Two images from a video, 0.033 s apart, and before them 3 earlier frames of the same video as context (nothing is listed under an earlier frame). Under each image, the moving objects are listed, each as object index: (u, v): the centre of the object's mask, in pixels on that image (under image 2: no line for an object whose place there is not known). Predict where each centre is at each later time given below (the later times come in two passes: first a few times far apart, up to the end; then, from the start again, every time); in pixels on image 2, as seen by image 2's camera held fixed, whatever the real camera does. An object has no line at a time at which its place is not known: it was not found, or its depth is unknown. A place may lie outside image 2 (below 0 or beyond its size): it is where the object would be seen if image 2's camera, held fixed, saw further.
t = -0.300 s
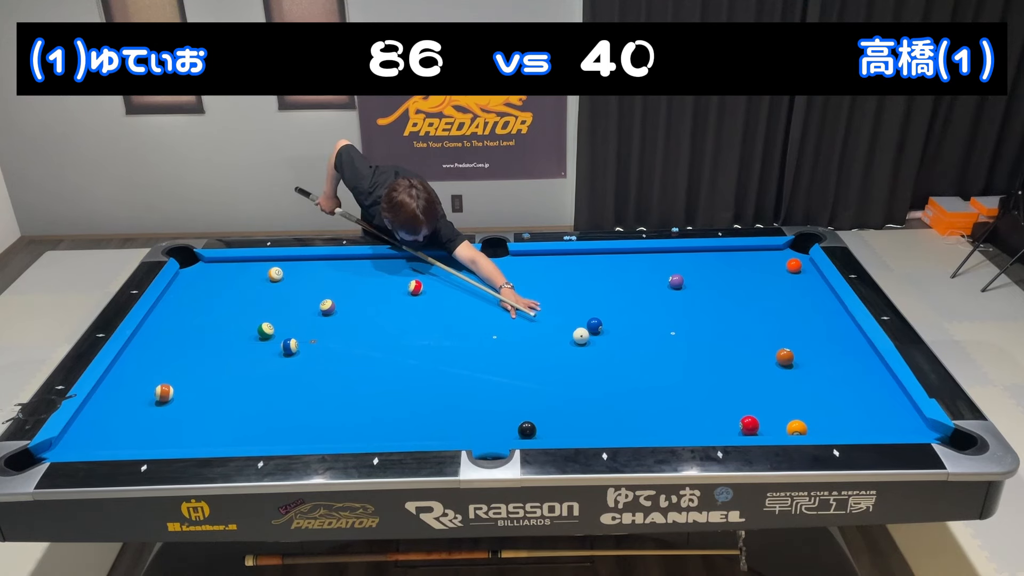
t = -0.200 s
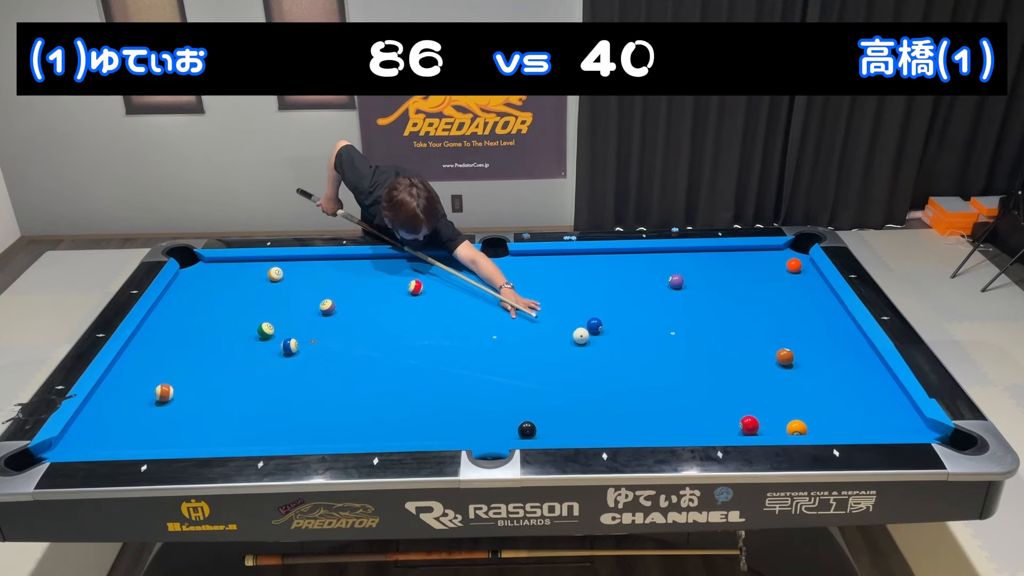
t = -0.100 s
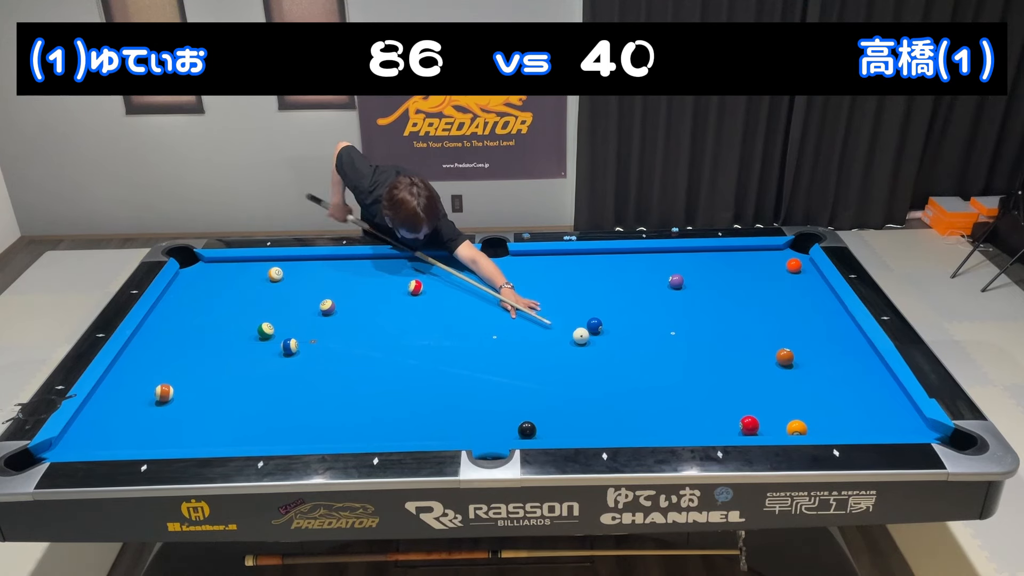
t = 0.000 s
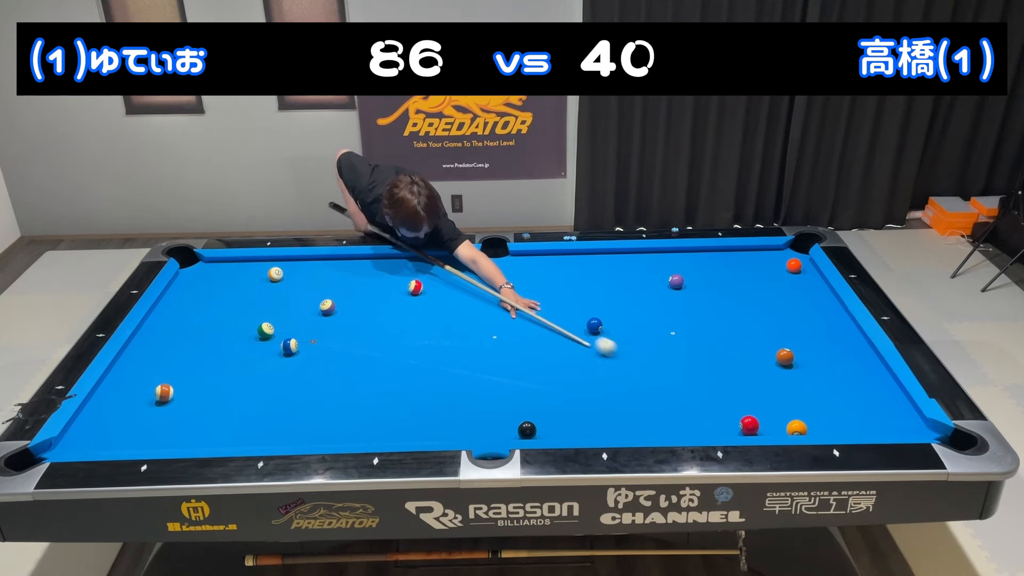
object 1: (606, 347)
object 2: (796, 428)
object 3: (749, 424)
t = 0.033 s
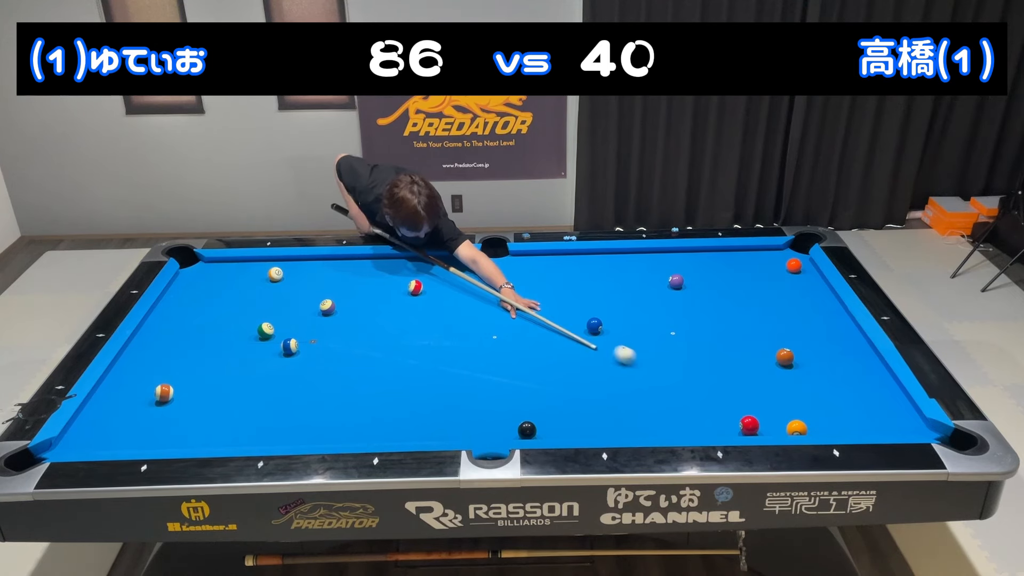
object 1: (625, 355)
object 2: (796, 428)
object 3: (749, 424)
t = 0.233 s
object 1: (735, 404)
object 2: (796, 428)
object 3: (749, 424)
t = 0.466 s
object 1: (774, 428)
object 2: (832, 417)
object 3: (749, 424)
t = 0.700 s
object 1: (768, 428)
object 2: (869, 398)
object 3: (743, 424)
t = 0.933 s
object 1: (767, 427)
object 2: (878, 379)
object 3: (734, 423)
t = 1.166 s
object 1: (766, 426)
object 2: (839, 361)
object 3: (727, 422)
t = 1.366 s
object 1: (766, 426)
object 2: (808, 347)
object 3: (722, 421)
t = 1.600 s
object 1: (766, 426)
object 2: (775, 332)
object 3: (718, 420)
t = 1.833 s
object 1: (766, 426)
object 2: (745, 319)
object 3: (715, 420)
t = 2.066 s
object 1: (766, 426)
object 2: (718, 306)
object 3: (713, 421)
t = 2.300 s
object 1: (766, 426)
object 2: (693, 295)
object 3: (713, 421)
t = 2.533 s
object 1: (766, 426)
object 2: (672, 288)
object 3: (713, 421)
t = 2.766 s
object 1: (766, 426)
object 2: (655, 286)
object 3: (713, 421)
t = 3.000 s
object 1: (766, 426)
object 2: (640, 285)
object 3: (713, 421)
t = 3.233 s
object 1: (766, 426)
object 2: (625, 284)
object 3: (713, 421)
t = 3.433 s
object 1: (766, 426)
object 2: (614, 283)
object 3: (713, 421)
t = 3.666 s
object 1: (766, 426)
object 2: (602, 282)
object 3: (713, 421)
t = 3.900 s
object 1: (766, 426)
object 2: (591, 280)
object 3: (713, 421)
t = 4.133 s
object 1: (766, 426)
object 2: (581, 279)
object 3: (713, 421)
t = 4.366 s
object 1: (766, 426)
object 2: (573, 278)
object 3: (713, 421)
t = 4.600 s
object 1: (766, 426)
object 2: (565, 277)
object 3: (713, 421)
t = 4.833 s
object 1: (766, 426)
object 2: (558, 277)
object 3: (713, 421)
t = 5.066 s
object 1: (766, 426)
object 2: (553, 277)
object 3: (713, 421)
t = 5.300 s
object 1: (766, 426)
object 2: (548, 276)
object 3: (713, 421)
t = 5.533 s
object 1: (766, 426)
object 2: (544, 276)
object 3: (713, 421)
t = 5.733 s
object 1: (766, 426)
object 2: (542, 276)
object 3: (713, 421)
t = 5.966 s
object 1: (766, 426)
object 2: (540, 276)
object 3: (713, 421)
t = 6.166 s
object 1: (766, 426)
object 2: (539, 276)
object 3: (713, 421)
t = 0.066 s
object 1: (643, 363)
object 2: (796, 428)
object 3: (749, 424)
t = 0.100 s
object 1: (662, 372)
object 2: (796, 428)
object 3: (749, 424)
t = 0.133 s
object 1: (681, 380)
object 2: (796, 428)
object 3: (749, 424)
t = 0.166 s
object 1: (700, 389)
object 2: (796, 428)
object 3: (749, 424)
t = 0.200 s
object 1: (718, 397)
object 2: (796, 428)
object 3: (749, 424)
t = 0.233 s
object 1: (735, 404)
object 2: (796, 428)
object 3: (749, 424)
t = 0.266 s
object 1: (752, 410)
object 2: (796, 428)
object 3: (749, 424)
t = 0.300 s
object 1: (770, 420)
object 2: (796, 428)
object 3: (749, 424)
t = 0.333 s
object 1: (777, 425)
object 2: (805, 429)
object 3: (749, 424)
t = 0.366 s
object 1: (776, 426)
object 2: (813, 426)
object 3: (749, 424)
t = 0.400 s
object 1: (775, 427)
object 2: (820, 424)
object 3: (749, 424)
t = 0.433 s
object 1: (775, 428)
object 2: (826, 420)
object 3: (749, 424)
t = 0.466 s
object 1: (774, 428)
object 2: (832, 417)
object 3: (749, 424)
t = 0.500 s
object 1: (773, 429)
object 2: (838, 414)
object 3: (749, 424)
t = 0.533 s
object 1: (772, 429)
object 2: (843, 411)
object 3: (749, 424)
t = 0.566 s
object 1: (769, 429)
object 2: (848, 409)
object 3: (749, 424)
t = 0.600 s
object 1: (769, 428)
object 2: (854, 406)
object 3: (747, 424)
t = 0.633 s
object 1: (768, 428)
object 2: (859, 403)
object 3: (746, 424)
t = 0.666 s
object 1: (768, 428)
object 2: (864, 400)
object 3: (745, 424)
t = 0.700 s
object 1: (768, 428)
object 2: (869, 398)
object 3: (743, 424)
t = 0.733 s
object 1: (768, 428)
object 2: (874, 395)
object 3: (742, 423)
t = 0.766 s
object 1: (767, 428)
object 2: (879, 392)
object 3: (740, 423)
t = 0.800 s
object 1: (767, 427)
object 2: (884, 389)
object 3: (739, 423)
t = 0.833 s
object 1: (767, 427)
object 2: (889, 387)
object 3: (738, 423)
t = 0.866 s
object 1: (767, 427)
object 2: (892, 384)
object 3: (737, 423)
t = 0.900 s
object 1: (767, 427)
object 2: (885, 381)
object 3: (736, 423)
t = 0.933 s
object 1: (767, 427)
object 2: (878, 379)
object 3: (734, 423)
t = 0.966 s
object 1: (767, 427)
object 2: (873, 376)
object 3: (733, 422)
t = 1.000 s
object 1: (767, 427)
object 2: (867, 374)
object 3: (732, 422)
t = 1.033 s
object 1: (767, 427)
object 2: (861, 371)
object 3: (731, 422)
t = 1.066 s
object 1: (766, 427)
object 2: (855, 368)
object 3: (730, 422)
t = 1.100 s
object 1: (766, 427)
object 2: (850, 366)
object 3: (729, 422)
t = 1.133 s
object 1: (766, 427)
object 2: (844, 363)
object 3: (728, 422)
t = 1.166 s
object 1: (766, 426)
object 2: (839, 361)
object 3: (727, 422)
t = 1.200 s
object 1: (766, 426)
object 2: (834, 358)
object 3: (726, 422)
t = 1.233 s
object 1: (766, 426)
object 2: (829, 356)
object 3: (726, 421)
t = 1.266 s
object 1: (766, 426)
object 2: (823, 354)
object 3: (725, 421)
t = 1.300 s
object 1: (766, 426)
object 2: (818, 351)
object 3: (724, 421)
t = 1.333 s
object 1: (766, 426)
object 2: (813, 349)
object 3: (723, 421)
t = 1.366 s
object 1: (766, 426)
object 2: (808, 347)
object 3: (722, 421)
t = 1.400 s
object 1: (766, 426)
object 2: (803, 345)
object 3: (722, 421)
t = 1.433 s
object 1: (766, 426)
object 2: (799, 343)
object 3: (721, 421)
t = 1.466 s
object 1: (766, 426)
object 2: (793, 340)
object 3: (720, 421)
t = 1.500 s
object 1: (766, 426)
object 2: (789, 338)
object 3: (719, 421)
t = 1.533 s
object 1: (766, 426)
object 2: (784, 336)
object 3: (719, 420)
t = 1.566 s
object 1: (766, 426)
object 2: (780, 334)
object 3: (718, 420)
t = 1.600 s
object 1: (766, 426)
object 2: (775, 332)
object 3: (718, 420)
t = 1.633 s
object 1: (766, 426)
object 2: (770, 330)
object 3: (717, 420)
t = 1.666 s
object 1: (766, 426)
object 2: (766, 328)
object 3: (717, 420)
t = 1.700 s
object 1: (766, 426)
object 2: (762, 326)
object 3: (716, 420)
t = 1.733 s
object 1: (766, 426)
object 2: (758, 324)
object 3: (716, 420)
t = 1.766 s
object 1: (766, 426)
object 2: (753, 322)
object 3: (715, 420)
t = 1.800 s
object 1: (766, 426)
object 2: (749, 320)
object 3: (715, 420)
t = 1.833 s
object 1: (766, 426)
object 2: (745, 319)
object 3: (715, 420)
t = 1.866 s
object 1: (766, 426)
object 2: (741, 317)
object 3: (714, 420)
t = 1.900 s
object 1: (766, 426)
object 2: (737, 315)
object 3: (714, 420)
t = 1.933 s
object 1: (766, 426)
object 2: (733, 313)
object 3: (714, 420)
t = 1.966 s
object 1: (766, 426)
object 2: (730, 311)
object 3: (714, 420)
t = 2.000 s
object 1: (766, 426)
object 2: (725, 310)
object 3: (714, 420)
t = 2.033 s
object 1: (766, 426)
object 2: (722, 308)
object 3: (713, 420)
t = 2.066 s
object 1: (766, 426)
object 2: (718, 306)
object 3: (713, 421)
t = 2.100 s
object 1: (766, 426)
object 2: (714, 305)
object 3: (713, 421)
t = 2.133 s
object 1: (766, 426)
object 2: (710, 303)
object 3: (713, 421)
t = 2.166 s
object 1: (766, 426)
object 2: (707, 301)
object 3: (713, 421)
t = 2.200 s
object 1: (766, 426)
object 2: (703, 299)
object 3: (713, 421)
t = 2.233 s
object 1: (766, 426)
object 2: (700, 298)
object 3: (713, 421)
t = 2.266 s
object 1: (766, 426)
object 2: (696, 296)
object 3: (713, 421)
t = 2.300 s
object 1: (766, 426)
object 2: (693, 295)
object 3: (713, 421)
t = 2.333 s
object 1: (766, 426)
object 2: (689, 293)
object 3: (713, 421)
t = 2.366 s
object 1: (766, 426)
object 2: (686, 292)
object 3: (713, 421)
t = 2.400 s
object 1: (766, 426)
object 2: (683, 290)
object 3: (713, 421)
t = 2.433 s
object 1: (766, 426)
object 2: (680, 289)
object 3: (713, 421)
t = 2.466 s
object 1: (766, 426)
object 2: (677, 288)
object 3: (713, 421)
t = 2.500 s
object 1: (766, 426)
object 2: (675, 288)
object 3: (713, 421)
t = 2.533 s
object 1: (766, 426)
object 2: (672, 288)
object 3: (713, 421)
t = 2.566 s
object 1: (766, 426)
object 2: (670, 288)
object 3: (713, 421)
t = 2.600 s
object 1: (766, 426)
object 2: (667, 287)
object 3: (713, 421)
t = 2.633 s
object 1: (766, 426)
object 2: (665, 287)
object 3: (713, 421)
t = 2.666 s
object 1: (766, 426)
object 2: (662, 287)
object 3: (713, 421)
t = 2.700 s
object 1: (766, 426)
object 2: (660, 287)
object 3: (713, 421)
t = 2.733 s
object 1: (766, 426)
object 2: (658, 287)
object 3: (713, 421)
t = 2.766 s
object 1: (766, 426)
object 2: (655, 286)
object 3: (713, 421)
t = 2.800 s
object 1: (766, 426)
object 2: (653, 286)
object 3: (713, 421)
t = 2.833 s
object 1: (766, 426)
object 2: (651, 286)
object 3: (713, 421)
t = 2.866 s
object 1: (766, 426)
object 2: (648, 286)
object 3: (713, 421)
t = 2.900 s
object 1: (766, 426)
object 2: (646, 285)
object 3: (713, 421)
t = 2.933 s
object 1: (766, 426)
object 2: (644, 285)
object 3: (713, 421)
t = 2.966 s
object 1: (766, 426)
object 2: (642, 285)
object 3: (713, 421)
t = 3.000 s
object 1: (766, 426)
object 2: (640, 285)
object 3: (713, 421)
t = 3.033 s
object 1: (766, 426)
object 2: (638, 285)
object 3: (713, 421)
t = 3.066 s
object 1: (766, 426)
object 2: (635, 285)
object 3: (713, 421)
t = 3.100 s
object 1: (766, 426)
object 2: (633, 284)
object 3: (713, 421)
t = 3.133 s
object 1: (766, 426)
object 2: (631, 284)
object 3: (713, 421)
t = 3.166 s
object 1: (766, 426)
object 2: (629, 284)
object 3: (713, 421)
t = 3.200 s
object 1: (766, 426)
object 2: (627, 284)
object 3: (713, 421)
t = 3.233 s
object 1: (766, 426)
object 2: (625, 284)
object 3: (713, 421)
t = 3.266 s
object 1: (766, 426)
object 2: (624, 283)
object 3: (713, 421)
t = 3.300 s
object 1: (766, 426)
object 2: (622, 283)
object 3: (713, 421)
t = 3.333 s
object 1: (766, 426)
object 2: (620, 283)
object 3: (713, 421)
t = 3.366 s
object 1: (766, 426)
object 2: (618, 283)
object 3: (713, 421)
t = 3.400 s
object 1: (766, 426)
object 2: (616, 283)
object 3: (713, 421)
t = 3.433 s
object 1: (766, 426)
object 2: (614, 283)
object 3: (713, 421)
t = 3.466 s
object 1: (766, 426)
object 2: (612, 282)
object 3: (713, 421)
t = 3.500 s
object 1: (766, 426)
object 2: (611, 282)
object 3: (713, 421)
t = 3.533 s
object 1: (766, 426)
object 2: (609, 282)
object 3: (713, 421)
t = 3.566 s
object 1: (766, 426)
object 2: (607, 282)
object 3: (713, 421)
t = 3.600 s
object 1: (766, 426)
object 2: (606, 282)
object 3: (713, 421)
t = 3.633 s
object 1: (766, 426)
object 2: (604, 282)
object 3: (713, 421)
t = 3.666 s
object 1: (766, 426)
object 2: (602, 282)
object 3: (713, 421)
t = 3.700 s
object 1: (766, 426)
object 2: (601, 281)
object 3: (713, 421)
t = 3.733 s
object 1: (766, 426)
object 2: (599, 281)
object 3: (713, 421)
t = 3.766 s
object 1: (766, 426)
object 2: (598, 281)
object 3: (713, 421)
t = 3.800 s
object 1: (766, 426)
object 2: (596, 281)
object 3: (713, 421)
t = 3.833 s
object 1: (766, 426)
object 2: (594, 281)
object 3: (713, 421)
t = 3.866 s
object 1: (766, 426)
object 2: (593, 280)
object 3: (713, 421)
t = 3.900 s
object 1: (766, 426)
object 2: (591, 280)
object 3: (713, 421)
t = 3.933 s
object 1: (766, 426)
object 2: (590, 280)
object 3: (713, 421)
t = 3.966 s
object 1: (766, 426)
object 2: (588, 280)
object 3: (713, 421)
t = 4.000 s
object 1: (766, 426)
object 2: (587, 280)
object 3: (713, 421)
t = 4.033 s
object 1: (766, 426)
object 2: (585, 280)
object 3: (713, 421)
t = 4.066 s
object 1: (766, 426)
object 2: (584, 280)
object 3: (713, 421)
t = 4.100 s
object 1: (766, 426)
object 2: (583, 279)
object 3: (713, 421)
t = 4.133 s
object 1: (766, 426)
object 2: (581, 279)
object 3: (713, 421)
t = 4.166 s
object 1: (766, 426)
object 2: (580, 279)
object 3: (713, 421)
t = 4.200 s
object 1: (766, 426)
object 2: (579, 279)
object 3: (713, 421)
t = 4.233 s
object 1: (766, 426)
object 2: (577, 279)
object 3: (713, 421)
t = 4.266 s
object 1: (766, 426)
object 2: (576, 279)
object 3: (713, 421)
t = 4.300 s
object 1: (766, 426)
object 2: (575, 278)
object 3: (713, 421)
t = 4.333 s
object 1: (766, 426)
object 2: (574, 278)
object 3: (713, 421)
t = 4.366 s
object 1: (766, 426)
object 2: (573, 278)
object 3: (713, 421)
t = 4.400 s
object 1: (766, 426)
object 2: (572, 278)
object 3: (713, 421)
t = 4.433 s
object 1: (766, 426)
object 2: (570, 278)
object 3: (713, 421)
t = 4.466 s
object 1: (766, 426)
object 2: (569, 278)
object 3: (713, 421)
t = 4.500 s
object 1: (766, 426)
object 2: (568, 278)
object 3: (713, 421)
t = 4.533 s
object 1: (766, 426)
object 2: (567, 278)
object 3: (713, 421)
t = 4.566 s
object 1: (766, 426)
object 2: (566, 278)
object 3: (713, 421)
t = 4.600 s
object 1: (766, 426)
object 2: (565, 277)
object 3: (713, 421)
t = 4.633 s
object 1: (766, 426)
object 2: (564, 278)
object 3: (713, 421)
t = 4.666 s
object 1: (766, 426)
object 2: (563, 277)
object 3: (713, 421)
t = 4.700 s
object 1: (766, 426)
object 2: (562, 277)
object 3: (713, 421)
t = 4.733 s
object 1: (766, 426)
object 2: (561, 277)
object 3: (713, 421)
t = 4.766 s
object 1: (766, 426)
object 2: (560, 277)
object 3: (713, 421)
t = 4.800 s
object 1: (766, 426)
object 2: (559, 277)
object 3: (713, 421)
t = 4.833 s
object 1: (766, 426)
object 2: (558, 277)
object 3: (713, 421)
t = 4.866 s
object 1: (766, 426)
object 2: (558, 277)
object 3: (713, 421)
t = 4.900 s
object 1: (766, 426)
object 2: (557, 277)
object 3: (713, 421)
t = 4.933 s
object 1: (766, 426)
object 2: (556, 277)
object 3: (713, 421)
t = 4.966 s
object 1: (766, 426)
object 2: (555, 277)
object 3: (713, 421)
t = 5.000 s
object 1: (766, 426)
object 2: (554, 277)
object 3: (713, 421)
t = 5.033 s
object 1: (766, 426)
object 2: (553, 277)
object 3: (713, 421)
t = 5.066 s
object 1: (766, 426)
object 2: (553, 277)
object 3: (713, 421)
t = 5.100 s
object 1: (766, 426)
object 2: (552, 277)
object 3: (713, 421)
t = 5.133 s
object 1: (766, 426)
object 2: (551, 277)
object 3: (713, 421)
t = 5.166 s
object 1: (766, 426)
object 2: (551, 276)
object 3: (713, 421)
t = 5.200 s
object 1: (766, 426)
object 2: (550, 276)
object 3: (713, 421)
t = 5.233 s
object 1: (766, 426)
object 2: (549, 276)
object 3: (713, 421)
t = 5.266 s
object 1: (766, 426)
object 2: (548, 276)
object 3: (713, 421)
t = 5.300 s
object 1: (766, 426)
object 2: (548, 276)
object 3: (713, 421)
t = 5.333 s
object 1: (766, 426)
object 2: (547, 276)
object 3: (713, 421)
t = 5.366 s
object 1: (766, 426)
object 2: (547, 276)
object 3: (713, 421)
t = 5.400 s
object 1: (766, 426)
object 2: (546, 276)
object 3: (713, 421)
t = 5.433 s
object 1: (766, 426)
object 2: (545, 276)
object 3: (713, 421)
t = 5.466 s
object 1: (766, 426)
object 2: (545, 276)
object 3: (713, 421)
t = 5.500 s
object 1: (766, 426)
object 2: (545, 276)
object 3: (713, 421)
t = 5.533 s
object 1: (766, 426)
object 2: (544, 276)
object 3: (713, 421)
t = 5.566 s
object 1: (766, 426)
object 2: (544, 276)
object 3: (713, 421)
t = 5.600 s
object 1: (766, 426)
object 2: (543, 276)
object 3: (713, 421)
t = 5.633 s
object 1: (766, 426)
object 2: (543, 276)
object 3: (713, 421)
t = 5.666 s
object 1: (766, 426)
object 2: (543, 276)
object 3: (713, 421)
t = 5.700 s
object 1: (766, 426)
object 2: (542, 276)
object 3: (713, 421)
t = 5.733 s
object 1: (766, 426)
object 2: (542, 276)
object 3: (713, 421)
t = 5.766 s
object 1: (766, 426)
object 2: (541, 276)
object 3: (713, 421)
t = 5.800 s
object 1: (766, 426)
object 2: (541, 276)
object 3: (713, 421)
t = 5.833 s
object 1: (766, 426)
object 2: (541, 276)
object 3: (713, 421)
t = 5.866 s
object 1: (766, 426)
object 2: (541, 276)
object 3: (713, 421)
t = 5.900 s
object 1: (766, 426)
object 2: (540, 276)
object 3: (713, 421)
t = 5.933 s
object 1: (766, 426)
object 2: (540, 276)
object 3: (713, 421)
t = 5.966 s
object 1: (766, 426)
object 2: (540, 276)
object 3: (713, 421)
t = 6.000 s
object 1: (766, 426)
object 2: (540, 276)
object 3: (713, 421)
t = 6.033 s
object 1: (766, 426)
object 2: (540, 276)
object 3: (713, 421)
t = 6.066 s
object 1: (766, 426)
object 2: (540, 276)
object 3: (713, 421)
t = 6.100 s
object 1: (766, 426)
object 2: (540, 276)
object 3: (713, 421)
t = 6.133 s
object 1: (766, 426)
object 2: (539, 276)
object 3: (713, 421)
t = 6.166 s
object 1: (766, 426)
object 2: (539, 276)
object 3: (713, 421)
